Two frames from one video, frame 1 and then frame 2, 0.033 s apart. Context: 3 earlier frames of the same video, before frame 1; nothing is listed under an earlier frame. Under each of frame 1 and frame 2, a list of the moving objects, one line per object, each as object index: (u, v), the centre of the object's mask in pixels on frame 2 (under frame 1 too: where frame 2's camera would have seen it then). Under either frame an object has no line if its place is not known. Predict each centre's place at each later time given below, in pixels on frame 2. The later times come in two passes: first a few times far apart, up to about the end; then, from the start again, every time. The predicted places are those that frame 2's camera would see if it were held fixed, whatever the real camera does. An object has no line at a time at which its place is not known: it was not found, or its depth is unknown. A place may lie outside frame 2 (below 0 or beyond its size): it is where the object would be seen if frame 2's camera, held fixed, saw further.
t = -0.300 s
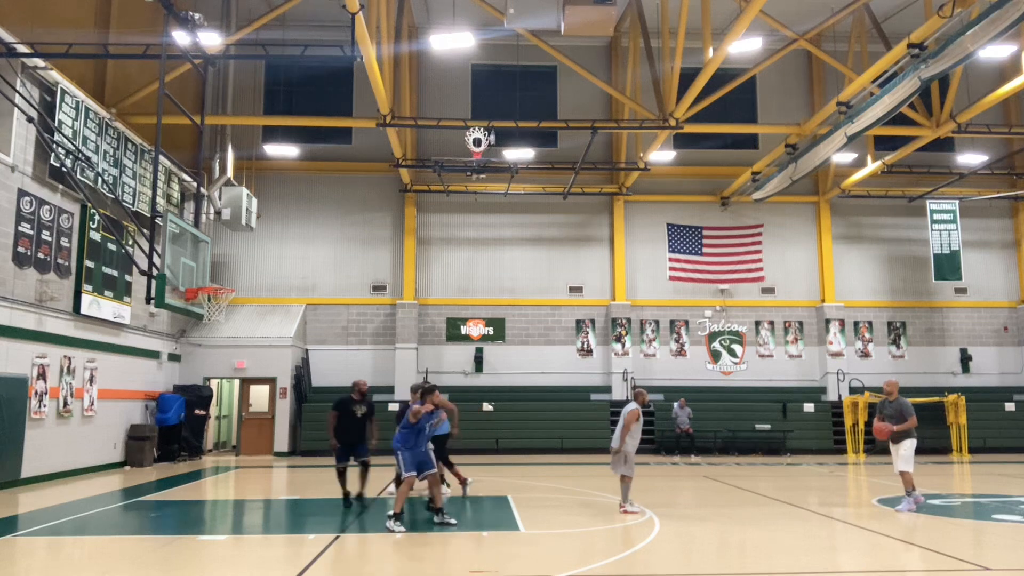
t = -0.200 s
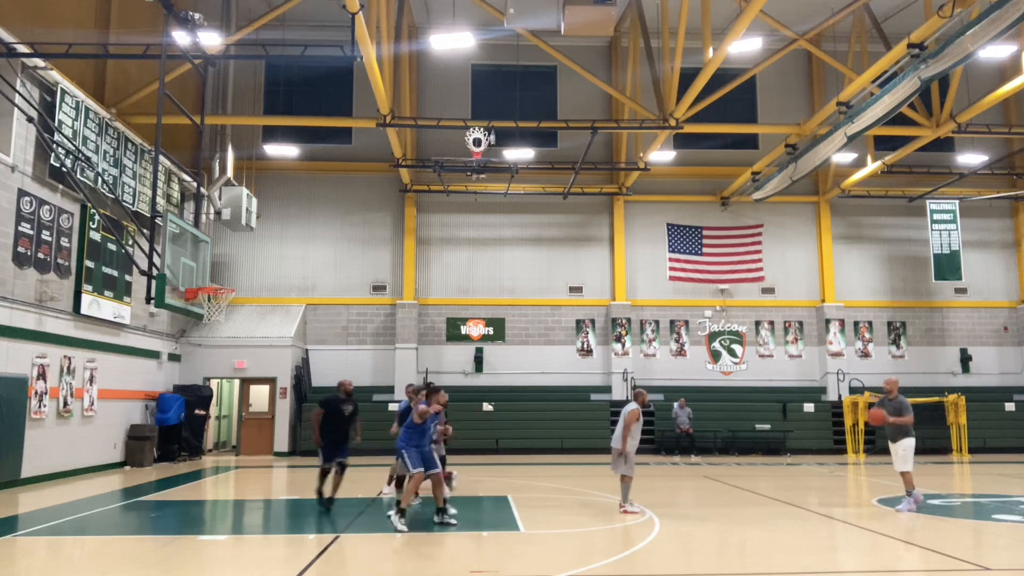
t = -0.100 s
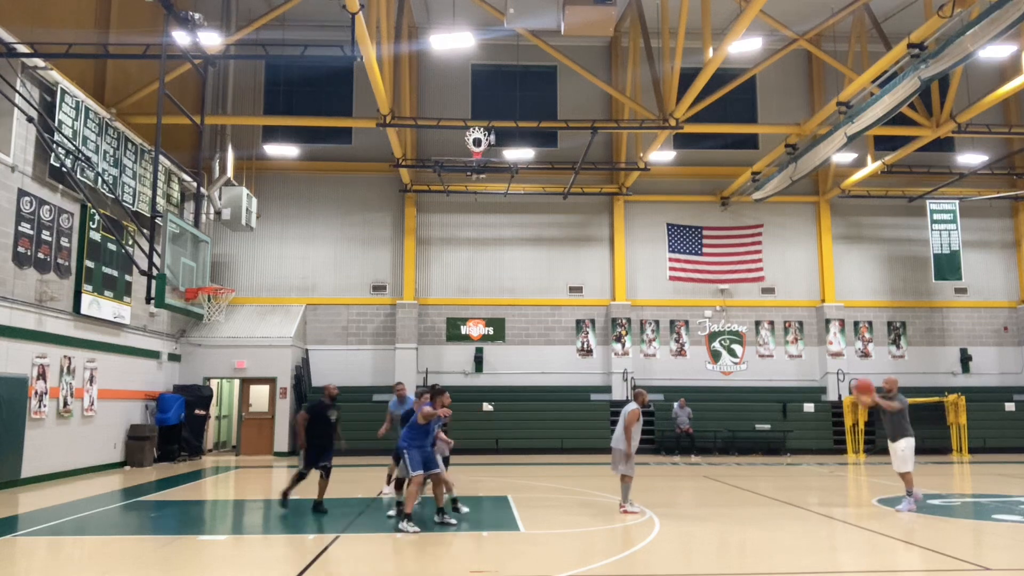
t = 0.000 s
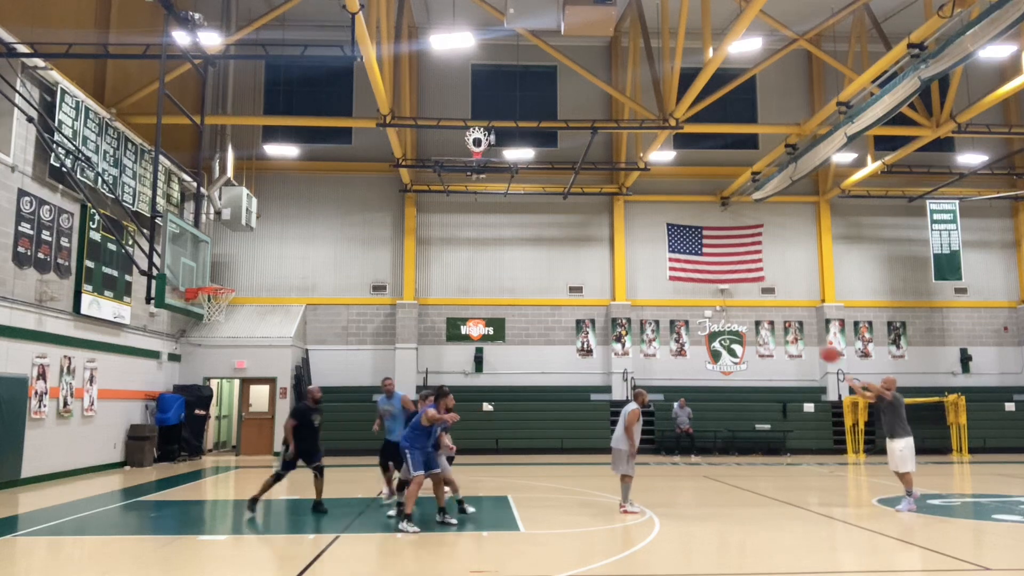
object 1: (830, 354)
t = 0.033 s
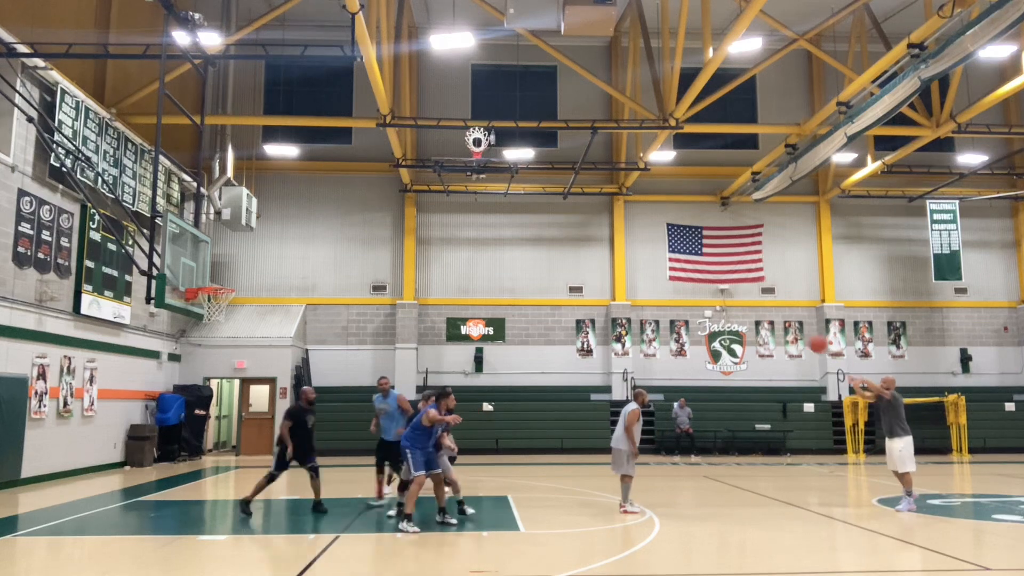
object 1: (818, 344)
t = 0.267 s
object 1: (732, 297)
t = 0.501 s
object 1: (641, 288)
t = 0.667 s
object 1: (572, 308)
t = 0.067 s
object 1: (806, 335)
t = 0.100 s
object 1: (794, 328)
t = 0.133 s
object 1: (782, 320)
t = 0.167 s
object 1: (770, 313)
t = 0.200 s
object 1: (758, 307)
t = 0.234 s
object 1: (745, 302)
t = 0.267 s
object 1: (732, 297)
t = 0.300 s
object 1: (720, 294)
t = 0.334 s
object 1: (707, 290)
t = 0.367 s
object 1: (694, 288)
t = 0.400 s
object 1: (681, 287)
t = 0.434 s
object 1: (668, 287)
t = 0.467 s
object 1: (655, 287)
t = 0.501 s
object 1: (641, 288)
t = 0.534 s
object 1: (629, 290)
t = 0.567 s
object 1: (614, 293)
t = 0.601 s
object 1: (600, 297)
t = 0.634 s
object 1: (587, 302)
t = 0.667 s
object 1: (572, 308)
